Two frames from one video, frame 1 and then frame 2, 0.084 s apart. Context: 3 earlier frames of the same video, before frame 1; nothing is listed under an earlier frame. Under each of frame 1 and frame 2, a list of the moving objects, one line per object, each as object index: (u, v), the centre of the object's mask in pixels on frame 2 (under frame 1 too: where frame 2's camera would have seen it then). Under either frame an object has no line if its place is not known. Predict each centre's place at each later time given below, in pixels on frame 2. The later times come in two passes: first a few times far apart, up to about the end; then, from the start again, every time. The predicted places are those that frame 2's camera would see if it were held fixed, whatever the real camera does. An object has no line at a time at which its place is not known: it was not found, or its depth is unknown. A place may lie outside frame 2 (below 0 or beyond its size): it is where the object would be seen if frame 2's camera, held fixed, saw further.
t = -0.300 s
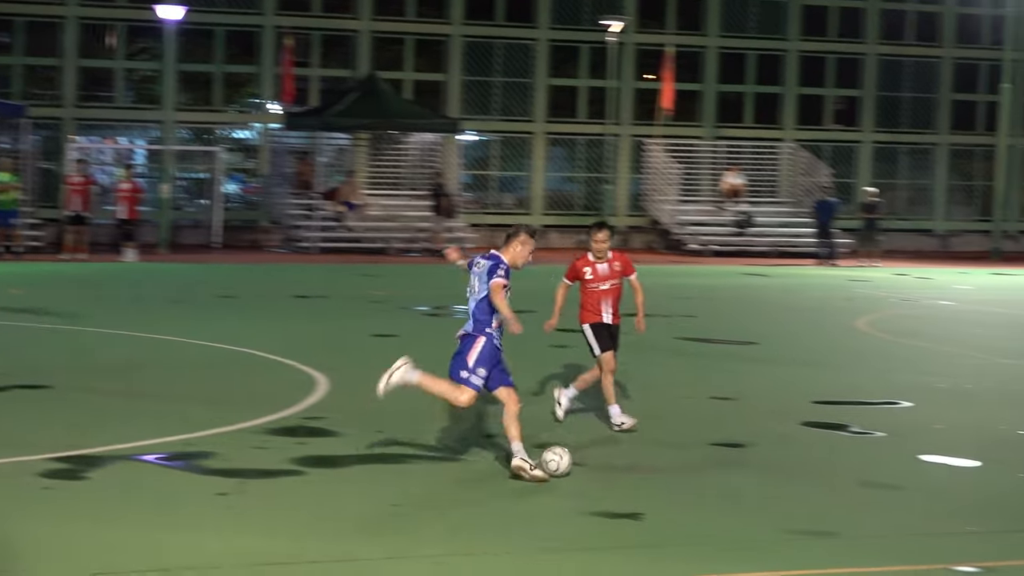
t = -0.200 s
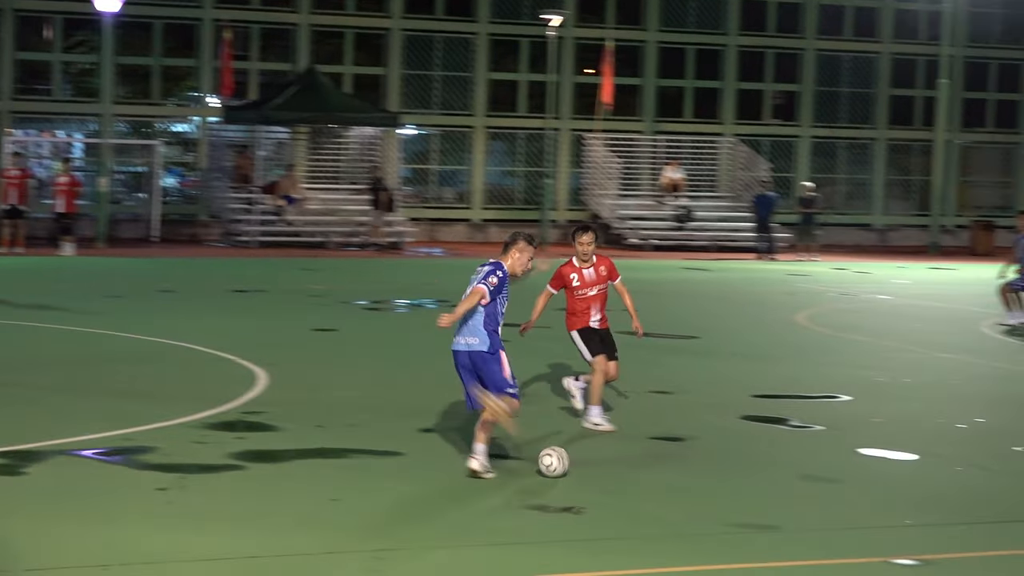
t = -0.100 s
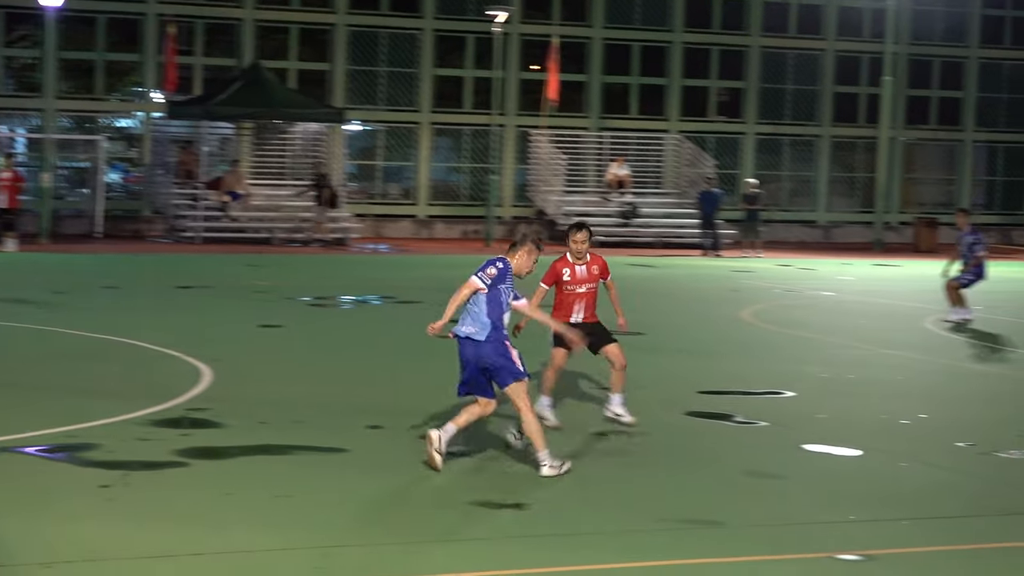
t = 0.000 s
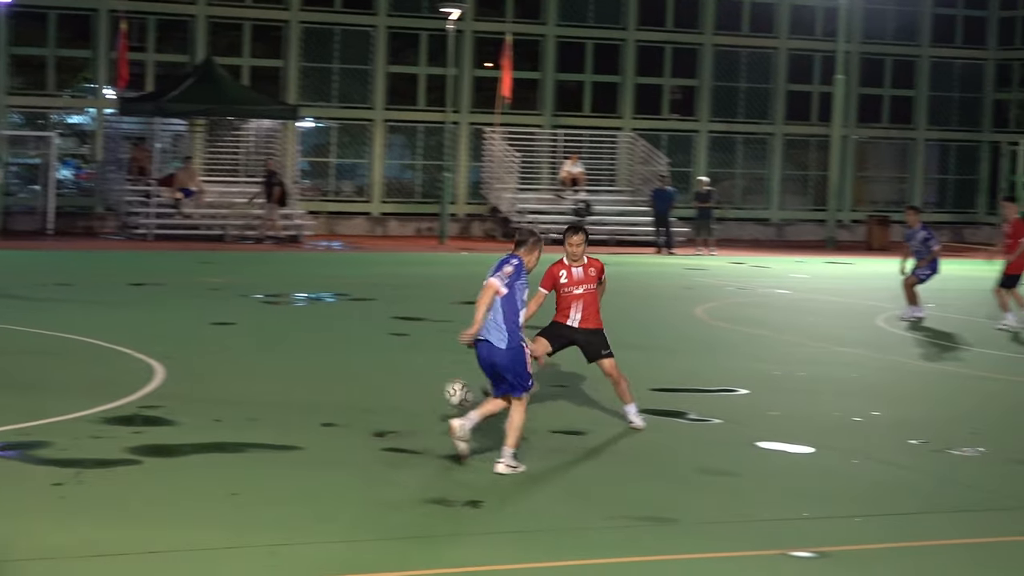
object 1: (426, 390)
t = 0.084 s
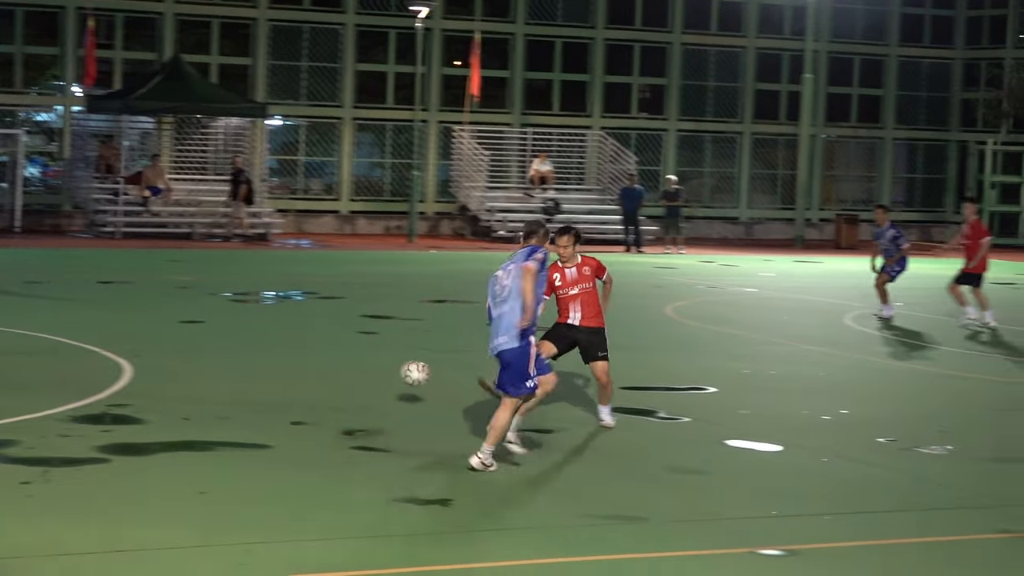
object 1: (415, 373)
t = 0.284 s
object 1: (379, 361)
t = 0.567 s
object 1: (348, 323)
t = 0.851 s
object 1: (325, 307)
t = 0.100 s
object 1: (412, 370)
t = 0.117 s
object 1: (408, 367)
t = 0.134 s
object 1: (406, 365)
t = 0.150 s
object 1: (403, 363)
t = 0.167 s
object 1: (399, 362)
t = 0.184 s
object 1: (396, 362)
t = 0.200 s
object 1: (394, 361)
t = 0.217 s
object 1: (391, 360)
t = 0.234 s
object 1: (388, 360)
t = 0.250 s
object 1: (385, 361)
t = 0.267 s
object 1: (382, 361)
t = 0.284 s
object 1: (379, 361)
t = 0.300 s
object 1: (377, 357)
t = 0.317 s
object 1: (375, 353)
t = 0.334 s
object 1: (373, 349)
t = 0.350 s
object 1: (371, 345)
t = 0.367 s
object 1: (370, 340)
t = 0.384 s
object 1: (368, 338)
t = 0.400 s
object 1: (366, 334)
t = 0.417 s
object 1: (365, 332)
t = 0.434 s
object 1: (363, 329)
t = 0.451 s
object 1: (361, 328)
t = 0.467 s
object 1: (359, 326)
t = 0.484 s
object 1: (357, 325)
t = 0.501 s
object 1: (355, 324)
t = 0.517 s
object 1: (353, 323)
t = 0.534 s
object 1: (351, 323)
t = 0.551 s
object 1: (350, 323)
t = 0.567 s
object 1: (348, 323)
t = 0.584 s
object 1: (345, 324)
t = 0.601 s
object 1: (343, 324)
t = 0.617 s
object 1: (341, 325)
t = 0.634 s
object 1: (339, 326)
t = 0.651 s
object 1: (338, 324)
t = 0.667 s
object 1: (337, 321)
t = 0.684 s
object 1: (336, 319)
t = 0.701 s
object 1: (335, 317)
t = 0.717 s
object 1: (334, 314)
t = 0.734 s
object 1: (333, 312)
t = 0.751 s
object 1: (332, 311)
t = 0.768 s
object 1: (331, 309)
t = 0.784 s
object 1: (329, 308)
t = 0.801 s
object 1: (329, 308)
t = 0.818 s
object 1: (327, 307)
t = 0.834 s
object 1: (326, 307)
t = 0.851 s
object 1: (325, 307)
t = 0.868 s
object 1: (324, 307)
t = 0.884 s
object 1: (322, 308)
